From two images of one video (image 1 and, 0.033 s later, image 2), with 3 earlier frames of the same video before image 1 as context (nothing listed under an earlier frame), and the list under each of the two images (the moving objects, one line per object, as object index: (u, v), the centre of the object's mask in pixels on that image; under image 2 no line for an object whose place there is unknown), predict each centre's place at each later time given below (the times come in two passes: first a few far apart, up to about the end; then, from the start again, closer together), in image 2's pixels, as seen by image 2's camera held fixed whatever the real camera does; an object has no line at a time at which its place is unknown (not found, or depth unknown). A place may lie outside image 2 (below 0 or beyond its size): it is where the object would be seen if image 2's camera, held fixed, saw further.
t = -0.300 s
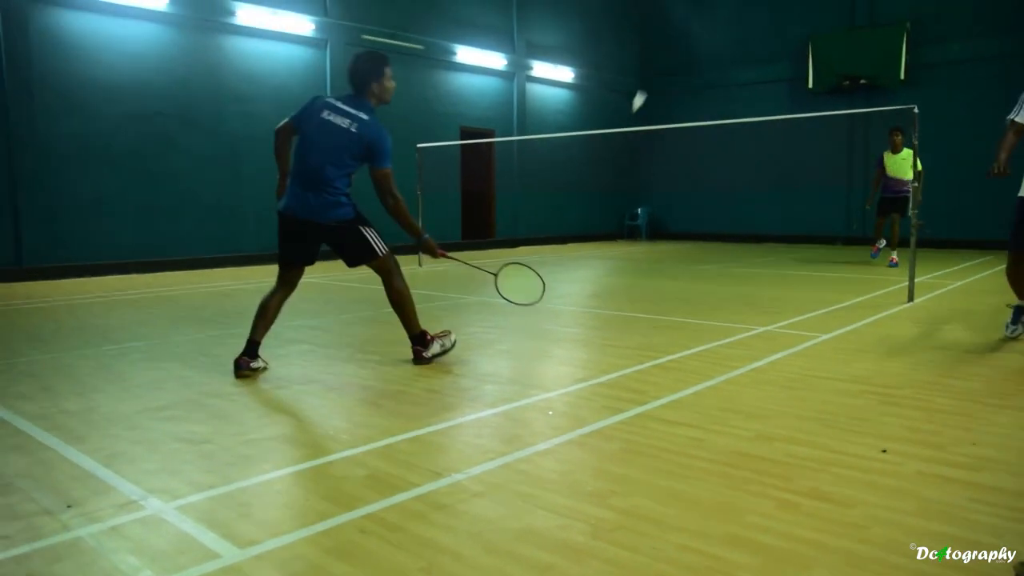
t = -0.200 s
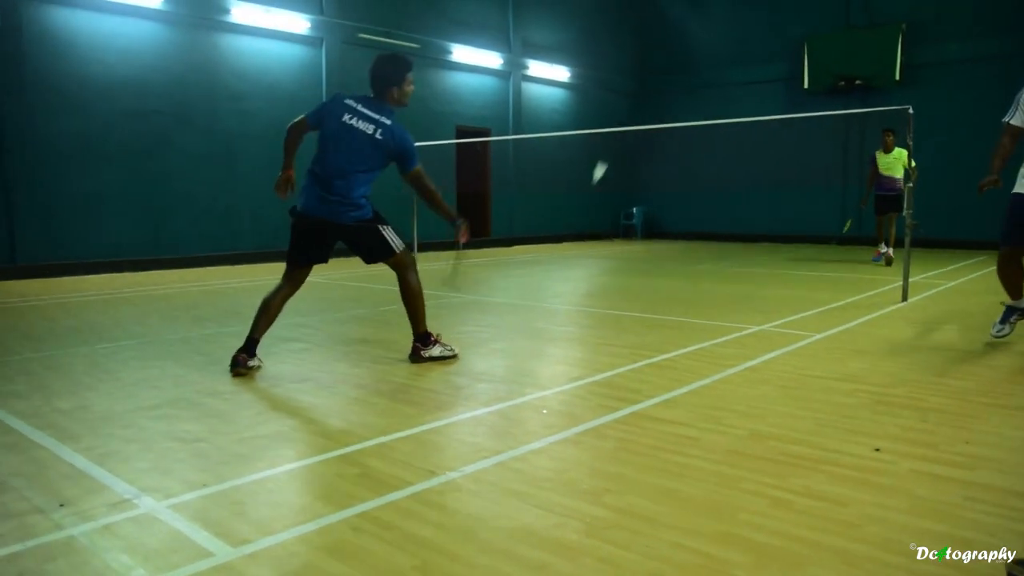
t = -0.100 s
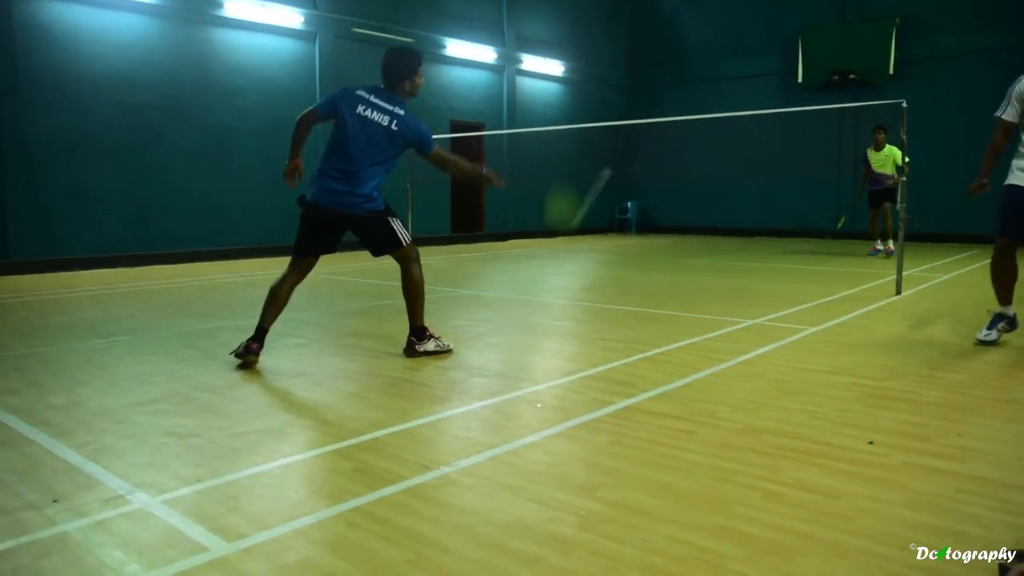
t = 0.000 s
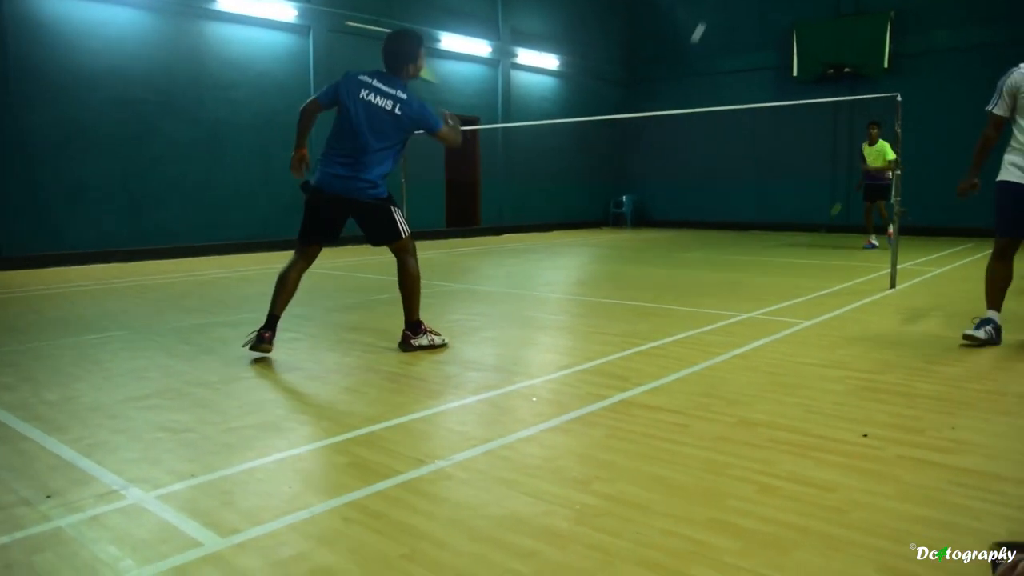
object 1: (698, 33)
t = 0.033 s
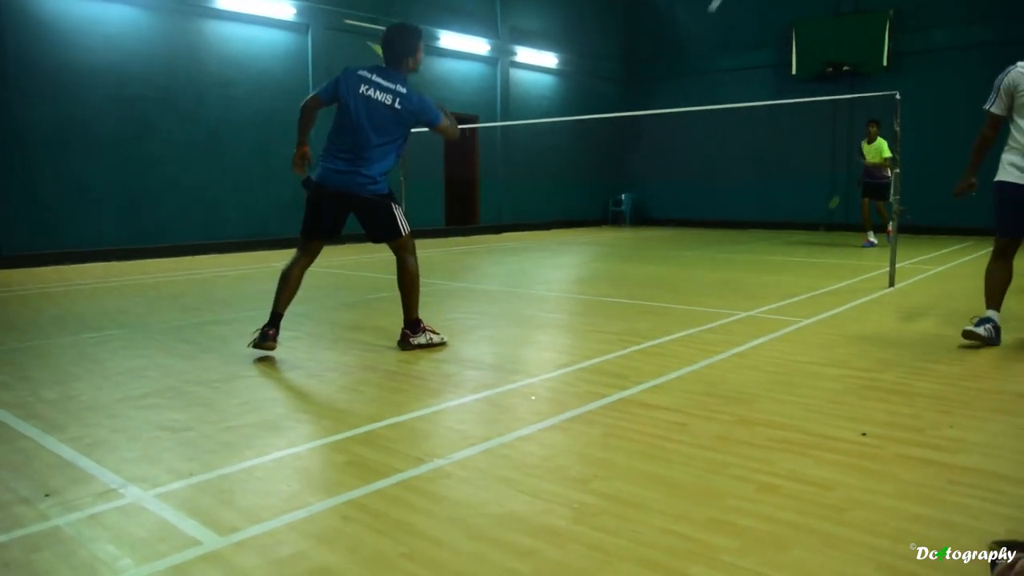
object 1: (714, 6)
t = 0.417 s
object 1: (819, -63)
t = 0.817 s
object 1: (854, 6)
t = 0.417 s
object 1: (819, -63)
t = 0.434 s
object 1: (820, -65)
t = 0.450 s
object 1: (822, -65)
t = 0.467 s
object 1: (824, -63)
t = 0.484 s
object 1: (826, -61)
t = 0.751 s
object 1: (850, -11)
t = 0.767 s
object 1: (851, -7)
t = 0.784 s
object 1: (853, -3)
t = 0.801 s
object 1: (853, 1)
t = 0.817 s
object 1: (854, 6)
